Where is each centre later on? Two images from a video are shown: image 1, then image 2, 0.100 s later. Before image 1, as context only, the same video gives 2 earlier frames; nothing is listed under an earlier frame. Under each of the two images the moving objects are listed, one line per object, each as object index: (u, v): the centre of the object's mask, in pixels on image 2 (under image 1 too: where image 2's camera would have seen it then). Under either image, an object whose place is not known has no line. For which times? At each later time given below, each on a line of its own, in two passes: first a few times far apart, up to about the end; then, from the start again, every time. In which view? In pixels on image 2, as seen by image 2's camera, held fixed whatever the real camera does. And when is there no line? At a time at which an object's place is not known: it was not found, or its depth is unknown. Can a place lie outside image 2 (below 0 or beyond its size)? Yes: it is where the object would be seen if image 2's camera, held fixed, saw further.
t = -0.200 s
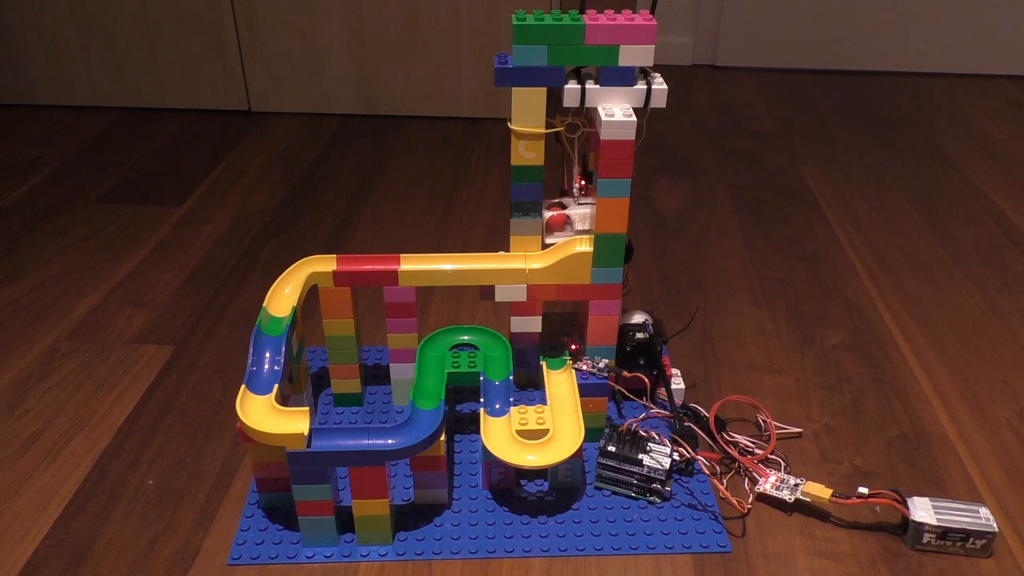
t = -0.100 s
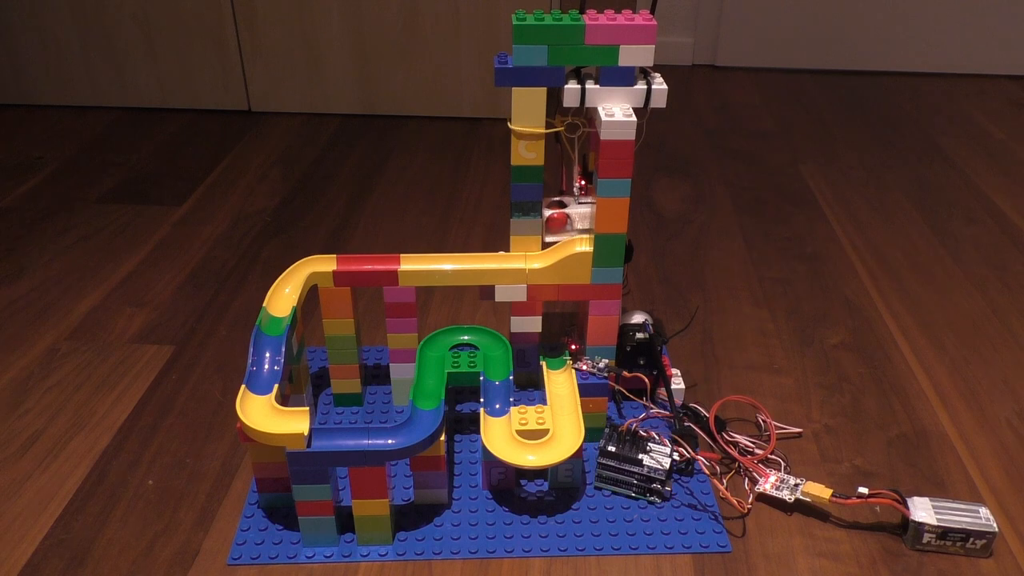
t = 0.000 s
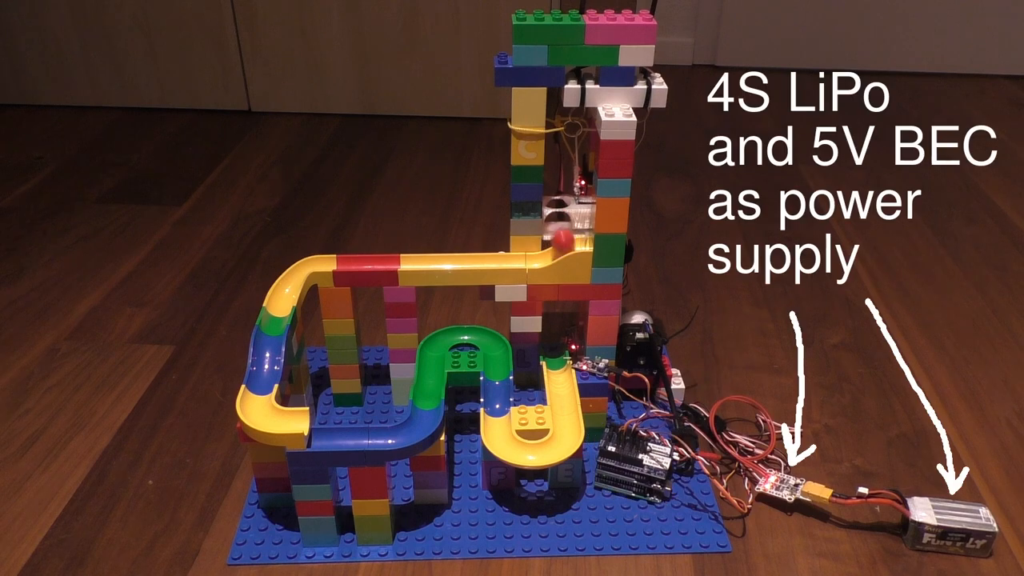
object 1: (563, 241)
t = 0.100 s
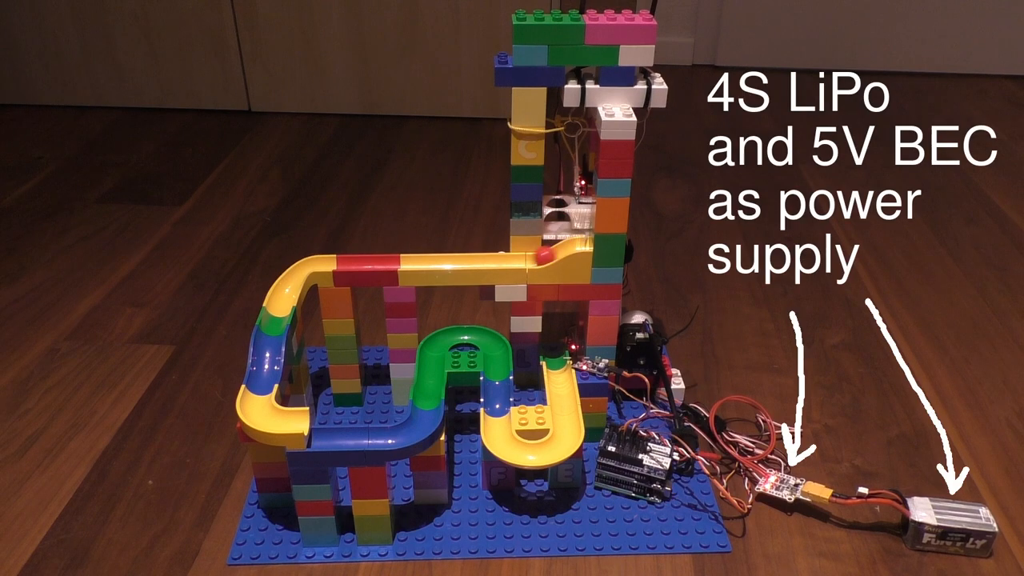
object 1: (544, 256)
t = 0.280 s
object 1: (479, 258)
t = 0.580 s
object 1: (374, 260)
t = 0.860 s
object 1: (285, 290)
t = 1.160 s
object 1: (258, 410)
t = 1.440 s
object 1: (401, 432)
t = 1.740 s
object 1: (430, 381)
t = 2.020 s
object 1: (488, 339)
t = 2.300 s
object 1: (497, 400)
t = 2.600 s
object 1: (561, 443)
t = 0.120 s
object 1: (536, 258)
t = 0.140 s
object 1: (529, 258)
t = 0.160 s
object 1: (522, 258)
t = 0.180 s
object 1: (515, 258)
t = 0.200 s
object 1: (508, 258)
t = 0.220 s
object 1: (500, 258)
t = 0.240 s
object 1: (493, 258)
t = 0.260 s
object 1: (486, 258)
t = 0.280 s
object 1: (479, 258)
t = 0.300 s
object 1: (472, 258)
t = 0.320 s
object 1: (465, 259)
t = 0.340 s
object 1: (458, 259)
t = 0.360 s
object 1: (450, 259)
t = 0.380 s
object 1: (443, 259)
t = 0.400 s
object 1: (436, 259)
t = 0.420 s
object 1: (429, 259)
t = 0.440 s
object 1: (422, 259)
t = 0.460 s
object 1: (415, 259)
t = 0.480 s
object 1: (408, 259)
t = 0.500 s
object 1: (401, 260)
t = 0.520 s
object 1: (394, 260)
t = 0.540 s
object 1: (388, 260)
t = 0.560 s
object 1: (380, 260)
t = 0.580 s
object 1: (374, 260)
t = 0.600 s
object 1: (367, 260)
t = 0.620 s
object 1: (361, 260)
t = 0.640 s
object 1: (354, 260)
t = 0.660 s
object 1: (348, 260)
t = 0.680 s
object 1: (342, 261)
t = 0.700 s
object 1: (334, 260)
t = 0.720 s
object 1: (328, 260)
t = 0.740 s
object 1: (321, 261)
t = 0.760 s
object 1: (314, 261)
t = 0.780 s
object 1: (308, 263)
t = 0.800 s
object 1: (301, 267)
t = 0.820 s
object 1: (295, 273)
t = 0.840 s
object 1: (289, 281)
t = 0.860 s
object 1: (285, 290)
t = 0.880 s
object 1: (282, 296)
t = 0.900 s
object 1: (280, 302)
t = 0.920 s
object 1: (278, 308)
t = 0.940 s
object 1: (276, 313)
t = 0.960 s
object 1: (274, 319)
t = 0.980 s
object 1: (272, 324)
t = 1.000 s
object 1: (270, 329)
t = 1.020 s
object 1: (269, 336)
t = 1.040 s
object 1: (267, 346)
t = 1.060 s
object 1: (265, 358)
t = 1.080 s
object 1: (263, 372)
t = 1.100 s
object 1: (261, 382)
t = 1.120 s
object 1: (257, 391)
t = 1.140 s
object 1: (255, 401)
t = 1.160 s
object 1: (258, 410)
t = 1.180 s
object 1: (266, 416)
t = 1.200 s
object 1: (276, 418)
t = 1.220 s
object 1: (288, 419)
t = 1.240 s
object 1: (302, 418)
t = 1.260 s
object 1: (314, 420)
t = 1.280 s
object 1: (324, 423)
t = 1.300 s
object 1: (338, 431)
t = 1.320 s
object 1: (350, 434)
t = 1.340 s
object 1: (358, 434)
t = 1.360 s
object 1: (367, 434)
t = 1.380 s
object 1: (376, 434)
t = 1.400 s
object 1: (384, 435)
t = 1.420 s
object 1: (393, 434)
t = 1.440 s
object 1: (401, 432)
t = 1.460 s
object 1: (408, 429)
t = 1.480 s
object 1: (415, 426)
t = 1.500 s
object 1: (420, 422)
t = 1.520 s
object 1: (423, 418)
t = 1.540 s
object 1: (425, 413)
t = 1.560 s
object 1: (426, 409)
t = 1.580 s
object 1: (426, 405)
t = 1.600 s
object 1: (426, 400)
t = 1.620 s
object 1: (427, 396)
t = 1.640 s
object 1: (427, 392)
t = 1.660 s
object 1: (427, 389)
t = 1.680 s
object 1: (428, 386)
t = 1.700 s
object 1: (428, 384)
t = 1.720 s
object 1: (429, 383)
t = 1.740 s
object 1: (430, 381)
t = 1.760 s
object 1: (430, 376)
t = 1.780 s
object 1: (431, 369)
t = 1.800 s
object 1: (431, 362)
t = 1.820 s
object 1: (432, 356)
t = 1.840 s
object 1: (433, 350)
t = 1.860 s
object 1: (435, 344)
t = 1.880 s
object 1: (440, 339)
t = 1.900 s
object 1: (446, 335)
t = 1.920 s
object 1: (454, 333)
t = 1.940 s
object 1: (462, 331)
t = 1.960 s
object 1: (470, 331)
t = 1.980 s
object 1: (478, 333)
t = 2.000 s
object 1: (484, 336)
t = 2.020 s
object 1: (488, 339)
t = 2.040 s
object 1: (492, 342)
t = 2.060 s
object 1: (495, 346)
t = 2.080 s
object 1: (496, 349)
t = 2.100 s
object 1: (496, 352)
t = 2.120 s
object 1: (496, 356)
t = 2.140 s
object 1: (496, 359)
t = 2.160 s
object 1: (496, 362)
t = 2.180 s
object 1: (496, 365)
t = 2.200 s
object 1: (497, 368)
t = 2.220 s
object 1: (496, 371)
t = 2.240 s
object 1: (497, 375)
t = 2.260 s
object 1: (497, 382)
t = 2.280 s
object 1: (497, 391)
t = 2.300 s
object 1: (497, 400)
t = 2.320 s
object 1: (497, 409)
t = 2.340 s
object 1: (497, 417)
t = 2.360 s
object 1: (497, 424)
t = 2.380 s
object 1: (498, 432)
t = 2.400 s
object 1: (500, 439)
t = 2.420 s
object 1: (505, 444)
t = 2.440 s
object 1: (511, 447)
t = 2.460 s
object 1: (518, 450)
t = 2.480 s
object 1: (526, 451)
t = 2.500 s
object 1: (534, 452)
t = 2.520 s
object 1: (542, 451)
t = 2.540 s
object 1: (548, 449)
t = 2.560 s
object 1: (553, 448)
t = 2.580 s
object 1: (558, 445)
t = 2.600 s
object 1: (561, 443)
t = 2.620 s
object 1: (564, 440)
